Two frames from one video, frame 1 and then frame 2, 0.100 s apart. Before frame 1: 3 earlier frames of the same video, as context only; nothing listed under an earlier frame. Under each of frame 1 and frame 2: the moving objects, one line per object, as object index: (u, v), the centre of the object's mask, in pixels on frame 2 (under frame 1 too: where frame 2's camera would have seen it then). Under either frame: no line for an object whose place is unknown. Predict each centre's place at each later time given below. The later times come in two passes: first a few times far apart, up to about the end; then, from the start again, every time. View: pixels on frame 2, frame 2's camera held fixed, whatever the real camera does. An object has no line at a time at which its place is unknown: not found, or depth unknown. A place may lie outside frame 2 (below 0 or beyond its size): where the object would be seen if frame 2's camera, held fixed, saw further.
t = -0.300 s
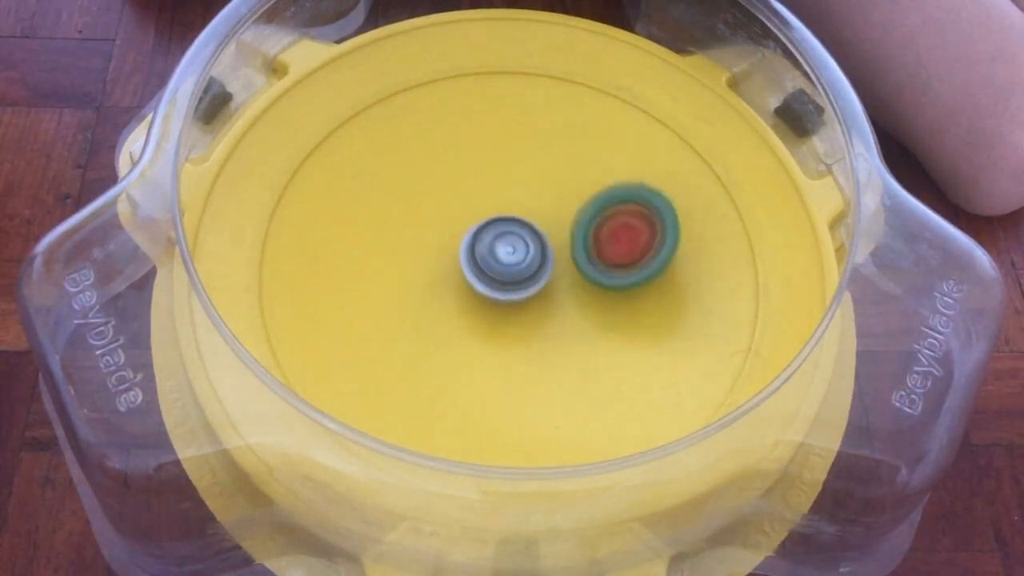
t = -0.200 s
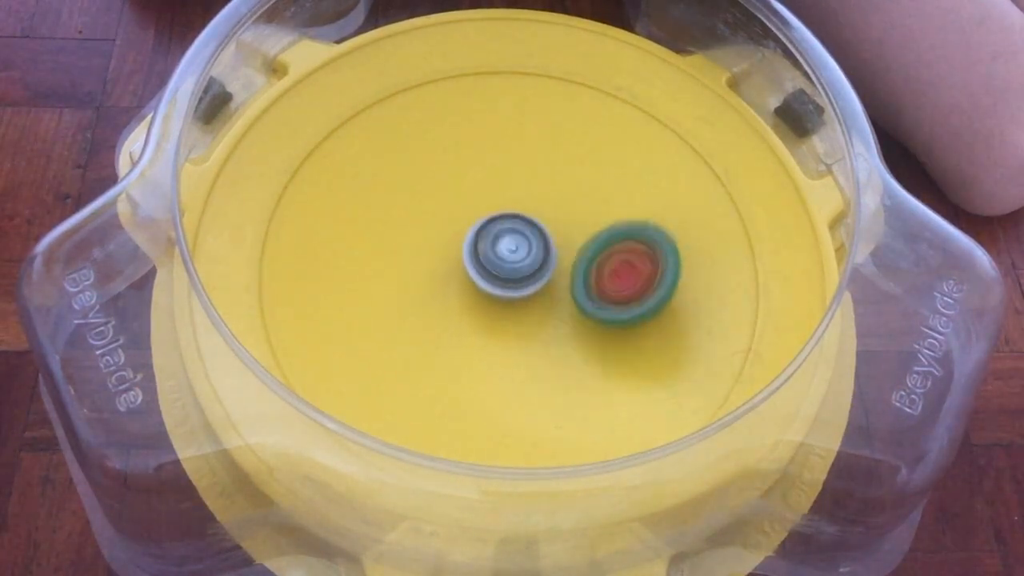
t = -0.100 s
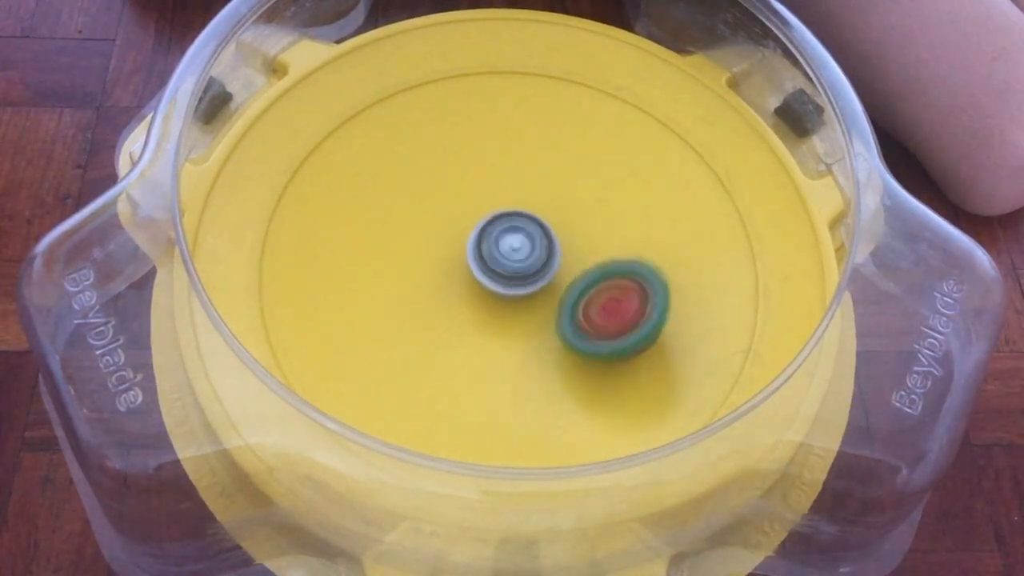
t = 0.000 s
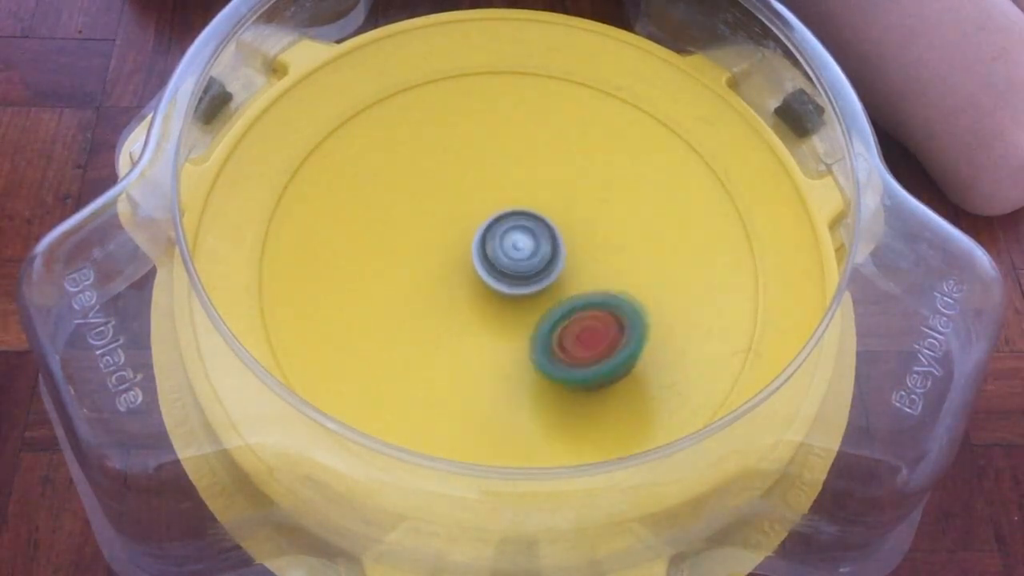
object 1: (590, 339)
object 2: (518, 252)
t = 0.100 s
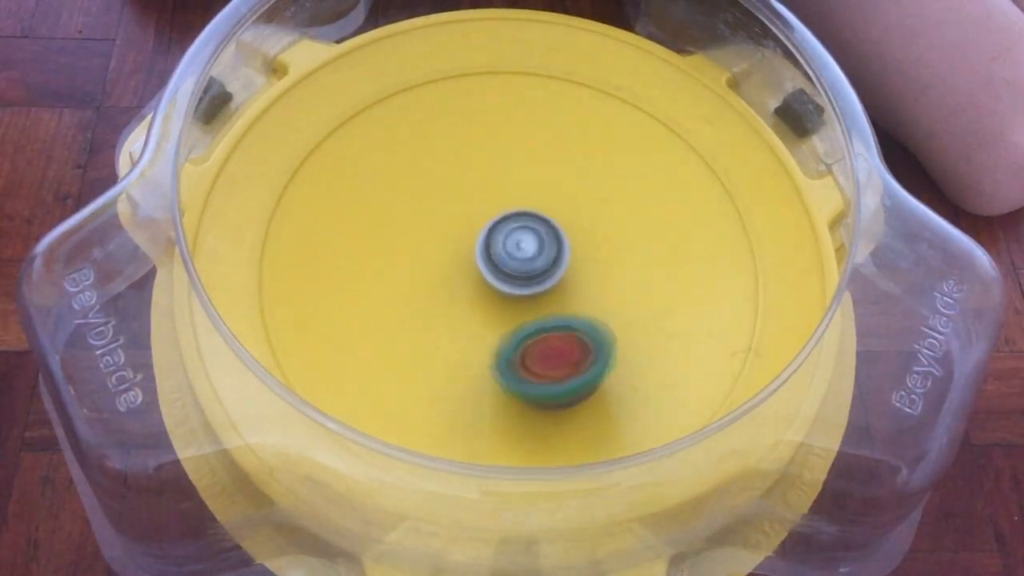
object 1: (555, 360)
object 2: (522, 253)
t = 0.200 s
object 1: (513, 367)
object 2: (526, 255)
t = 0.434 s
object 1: (422, 332)
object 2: (527, 262)
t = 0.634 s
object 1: (390, 266)
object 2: (522, 267)
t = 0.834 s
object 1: (415, 198)
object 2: (512, 268)
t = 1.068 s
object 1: (491, 151)
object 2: (504, 264)
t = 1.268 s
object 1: (563, 158)
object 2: (501, 257)
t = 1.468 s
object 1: (616, 207)
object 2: (503, 252)
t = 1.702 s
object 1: (619, 293)
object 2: (509, 252)
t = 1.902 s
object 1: (563, 353)
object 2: (513, 256)
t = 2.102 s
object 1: (475, 360)
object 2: (515, 261)
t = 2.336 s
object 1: (399, 300)
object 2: (512, 266)
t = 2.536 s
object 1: (400, 226)
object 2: (508, 268)
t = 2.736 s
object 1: (454, 169)
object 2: (504, 267)
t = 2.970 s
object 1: (547, 157)
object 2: (503, 264)
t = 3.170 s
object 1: (609, 199)
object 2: (506, 261)
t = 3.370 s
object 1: (624, 269)
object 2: (510, 260)
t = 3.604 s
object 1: (562, 343)
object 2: (515, 260)
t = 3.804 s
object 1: (467, 351)
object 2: (518, 262)
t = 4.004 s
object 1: (405, 301)
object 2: (518, 264)
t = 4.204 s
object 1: (406, 227)
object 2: (516, 265)
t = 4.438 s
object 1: (477, 169)
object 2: (511, 265)
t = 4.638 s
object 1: (558, 171)
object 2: (508, 263)
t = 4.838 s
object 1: (612, 219)
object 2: (507, 260)
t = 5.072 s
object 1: (602, 302)
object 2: (508, 257)
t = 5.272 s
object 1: (530, 344)
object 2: (511, 257)
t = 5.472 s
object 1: (444, 323)
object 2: (514, 258)
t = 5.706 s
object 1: (407, 246)
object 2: (515, 262)
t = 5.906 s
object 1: (446, 186)
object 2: (514, 264)
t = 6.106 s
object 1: (518, 172)
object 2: (511, 267)
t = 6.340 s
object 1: (593, 213)
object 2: (504, 276)
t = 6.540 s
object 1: (602, 280)
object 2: (498, 274)
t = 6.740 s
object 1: (551, 333)
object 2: (487, 255)
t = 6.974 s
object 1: (450, 321)
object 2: (491, 242)
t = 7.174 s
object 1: (405, 258)
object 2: (518, 237)
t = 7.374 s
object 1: (437, 198)
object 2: (552, 247)
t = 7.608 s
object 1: (524, 177)
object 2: (557, 270)
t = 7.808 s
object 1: (599, 211)
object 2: (533, 295)
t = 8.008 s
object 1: (617, 277)
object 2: (499, 301)
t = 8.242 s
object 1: (554, 342)
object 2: (469, 279)
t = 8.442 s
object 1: (451, 337)
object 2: (470, 241)
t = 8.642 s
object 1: (399, 267)
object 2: (494, 211)
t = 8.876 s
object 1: (433, 183)
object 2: (552, 220)
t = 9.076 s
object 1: (519, 159)
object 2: (616, 252)
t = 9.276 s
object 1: (598, 196)
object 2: (614, 292)
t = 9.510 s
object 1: (609, 261)
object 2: (540, 351)
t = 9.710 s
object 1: (552, 316)
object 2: (450, 340)
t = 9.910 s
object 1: (518, 293)
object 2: (403, 275)
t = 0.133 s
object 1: (541, 364)
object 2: (523, 254)
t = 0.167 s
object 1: (527, 366)
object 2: (525, 255)
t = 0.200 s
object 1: (513, 367)
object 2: (526, 255)
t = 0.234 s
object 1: (497, 366)
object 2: (526, 256)
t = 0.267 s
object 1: (482, 364)
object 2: (526, 257)
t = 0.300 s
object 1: (470, 361)
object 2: (527, 258)
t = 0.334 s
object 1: (456, 355)
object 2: (527, 259)
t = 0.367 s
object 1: (443, 348)
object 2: (527, 260)
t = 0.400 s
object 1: (432, 341)
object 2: (527, 261)
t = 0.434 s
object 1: (422, 332)
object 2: (527, 262)
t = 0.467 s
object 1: (414, 324)
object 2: (526, 263)
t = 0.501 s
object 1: (405, 313)
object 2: (525, 264)
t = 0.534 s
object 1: (399, 301)
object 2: (525, 265)
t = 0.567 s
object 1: (395, 290)
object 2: (523, 266)
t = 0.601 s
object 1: (391, 278)
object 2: (522, 267)
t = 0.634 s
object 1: (390, 266)
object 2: (522, 267)
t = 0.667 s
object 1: (389, 254)
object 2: (520, 267)
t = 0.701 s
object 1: (391, 241)
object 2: (518, 268)
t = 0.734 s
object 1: (396, 230)
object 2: (517, 268)
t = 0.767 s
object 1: (401, 219)
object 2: (516, 268)
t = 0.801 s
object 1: (407, 209)
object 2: (514, 268)
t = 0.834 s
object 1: (415, 198)
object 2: (512, 268)
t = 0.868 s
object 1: (423, 188)
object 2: (511, 267)
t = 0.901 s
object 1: (433, 180)
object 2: (509, 267)
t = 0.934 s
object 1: (443, 171)
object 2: (508, 266)
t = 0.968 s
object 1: (453, 165)
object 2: (507, 266)
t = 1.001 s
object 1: (465, 159)
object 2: (506, 265)
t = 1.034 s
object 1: (477, 154)
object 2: (504, 264)
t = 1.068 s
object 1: (491, 151)
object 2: (504, 264)
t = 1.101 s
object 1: (503, 148)
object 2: (503, 263)
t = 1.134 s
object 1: (514, 149)
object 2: (502, 261)
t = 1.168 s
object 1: (529, 148)
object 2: (502, 261)
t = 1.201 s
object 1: (539, 151)
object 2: (502, 259)
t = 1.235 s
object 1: (552, 154)
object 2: (501, 258)
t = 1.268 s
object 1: (563, 158)
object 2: (501, 257)
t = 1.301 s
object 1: (575, 164)
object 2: (502, 256)
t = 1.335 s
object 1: (586, 170)
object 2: (502, 255)
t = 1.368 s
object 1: (594, 178)
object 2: (502, 254)
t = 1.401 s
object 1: (603, 187)
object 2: (502, 254)
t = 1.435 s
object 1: (610, 197)
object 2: (503, 253)
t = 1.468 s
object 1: (616, 207)
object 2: (503, 252)
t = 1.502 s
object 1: (621, 217)
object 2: (504, 252)
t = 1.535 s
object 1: (624, 230)
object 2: (505, 252)
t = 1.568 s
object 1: (627, 242)
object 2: (505, 252)
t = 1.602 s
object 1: (627, 254)
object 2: (506, 252)
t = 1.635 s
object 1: (626, 267)
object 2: (507, 252)
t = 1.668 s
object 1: (624, 281)
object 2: (508, 252)
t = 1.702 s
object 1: (619, 293)
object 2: (509, 252)
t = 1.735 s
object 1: (614, 304)
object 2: (510, 253)
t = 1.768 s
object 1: (607, 316)
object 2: (511, 253)
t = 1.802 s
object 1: (599, 326)
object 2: (511, 254)
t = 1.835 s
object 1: (588, 336)
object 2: (512, 254)
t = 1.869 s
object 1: (577, 345)
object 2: (513, 255)
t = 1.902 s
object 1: (563, 353)
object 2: (513, 256)
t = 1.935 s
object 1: (549, 358)
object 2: (513, 257)
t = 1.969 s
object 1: (535, 361)
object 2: (514, 258)
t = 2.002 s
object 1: (519, 364)
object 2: (514, 258)
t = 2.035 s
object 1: (505, 364)
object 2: (514, 260)
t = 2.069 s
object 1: (490, 362)
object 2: (515, 261)
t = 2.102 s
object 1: (475, 360)
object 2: (515, 261)
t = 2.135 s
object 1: (460, 355)
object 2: (514, 262)
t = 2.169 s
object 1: (447, 349)
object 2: (514, 263)
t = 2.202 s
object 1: (434, 342)
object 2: (514, 263)
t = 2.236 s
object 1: (422, 332)
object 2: (513, 264)
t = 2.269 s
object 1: (412, 322)
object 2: (513, 266)
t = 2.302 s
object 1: (405, 311)
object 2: (512, 266)
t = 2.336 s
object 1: (399, 300)
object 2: (512, 266)
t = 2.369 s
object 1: (394, 287)
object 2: (511, 268)
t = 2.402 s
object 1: (392, 276)
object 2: (511, 268)
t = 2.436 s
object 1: (391, 263)
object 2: (510, 268)
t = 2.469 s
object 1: (393, 251)
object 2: (509, 268)
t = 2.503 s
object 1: (395, 238)
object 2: (509, 269)
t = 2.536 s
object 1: (400, 226)
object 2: (508, 268)
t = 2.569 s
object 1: (406, 216)
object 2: (507, 269)
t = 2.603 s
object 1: (413, 206)
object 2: (507, 269)
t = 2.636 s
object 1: (422, 195)
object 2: (506, 268)
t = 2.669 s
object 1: (431, 185)
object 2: (505, 268)
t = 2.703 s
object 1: (442, 177)
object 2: (504, 268)
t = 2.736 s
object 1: (454, 169)
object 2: (504, 267)
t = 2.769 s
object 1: (466, 164)
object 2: (504, 267)
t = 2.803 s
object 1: (479, 158)
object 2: (504, 267)
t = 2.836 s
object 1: (493, 155)
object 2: (503, 267)
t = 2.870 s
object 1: (506, 154)
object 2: (503, 266)
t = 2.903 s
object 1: (520, 154)
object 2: (503, 266)
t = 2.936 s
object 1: (533, 155)
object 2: (503, 265)
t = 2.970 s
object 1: (547, 157)
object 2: (503, 264)
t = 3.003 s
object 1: (560, 161)
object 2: (503, 264)
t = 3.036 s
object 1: (571, 167)
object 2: (504, 264)
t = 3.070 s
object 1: (583, 173)
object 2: (504, 263)
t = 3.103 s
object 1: (593, 180)
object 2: (504, 263)
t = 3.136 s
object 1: (602, 189)
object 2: (506, 262)
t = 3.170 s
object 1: (609, 199)
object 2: (506, 261)
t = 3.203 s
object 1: (616, 208)
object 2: (506, 261)
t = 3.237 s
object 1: (621, 220)
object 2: (507, 261)
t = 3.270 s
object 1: (624, 231)
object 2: (508, 260)
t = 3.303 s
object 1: (625, 243)
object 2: (508, 260)
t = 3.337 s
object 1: (625, 256)
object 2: (509, 260)
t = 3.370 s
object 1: (624, 269)
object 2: (510, 260)
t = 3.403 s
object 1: (620, 281)
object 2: (510, 260)
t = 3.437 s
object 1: (615, 293)
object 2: (512, 260)
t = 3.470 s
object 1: (608, 305)
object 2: (512, 260)
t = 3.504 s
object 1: (599, 317)
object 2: (512, 260)
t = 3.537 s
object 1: (588, 326)
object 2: (513, 260)
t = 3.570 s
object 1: (576, 336)
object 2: (515, 260)
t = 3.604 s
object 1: (562, 343)
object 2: (515, 260)
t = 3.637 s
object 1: (548, 350)
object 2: (516, 261)
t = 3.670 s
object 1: (531, 354)
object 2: (517, 261)
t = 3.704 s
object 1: (516, 357)
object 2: (517, 261)
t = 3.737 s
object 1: (498, 357)
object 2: (517, 262)
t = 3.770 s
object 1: (483, 355)
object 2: (518, 262)
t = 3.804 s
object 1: (467, 351)
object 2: (518, 262)
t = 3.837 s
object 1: (454, 347)
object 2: (518, 263)
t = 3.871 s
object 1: (440, 340)
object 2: (519, 263)
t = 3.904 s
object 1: (428, 332)
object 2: (519, 263)
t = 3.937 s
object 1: (418, 322)
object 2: (519, 264)
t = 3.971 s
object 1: (411, 312)
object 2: (519, 264)
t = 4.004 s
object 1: (405, 301)
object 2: (518, 264)
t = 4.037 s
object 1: (399, 288)
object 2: (518, 265)
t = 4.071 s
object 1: (396, 276)
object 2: (518, 265)
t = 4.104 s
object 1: (396, 264)
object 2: (517, 265)
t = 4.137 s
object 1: (398, 252)
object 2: (516, 266)
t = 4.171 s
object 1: (401, 239)
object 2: (516, 266)
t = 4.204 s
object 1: (406, 227)
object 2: (516, 265)
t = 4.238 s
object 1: (413, 216)
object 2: (515, 266)
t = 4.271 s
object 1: (420, 206)
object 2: (515, 266)
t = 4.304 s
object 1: (430, 195)
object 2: (514, 266)
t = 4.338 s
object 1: (440, 188)
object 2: (513, 266)
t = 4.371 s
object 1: (452, 179)
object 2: (513, 266)
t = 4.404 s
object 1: (464, 175)
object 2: (512, 265)
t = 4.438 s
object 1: (477, 169)
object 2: (511, 265)
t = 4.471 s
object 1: (489, 167)
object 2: (511, 265)
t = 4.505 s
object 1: (505, 164)
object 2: (510, 265)
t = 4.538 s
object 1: (518, 165)
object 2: (509, 264)
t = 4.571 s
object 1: (532, 165)
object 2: (509, 264)
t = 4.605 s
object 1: (545, 168)
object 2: (509, 263)
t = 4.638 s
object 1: (558, 171)
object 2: (508, 263)
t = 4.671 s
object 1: (570, 178)
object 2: (508, 263)
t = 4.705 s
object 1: (581, 183)
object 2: (508, 262)
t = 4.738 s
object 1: (590, 191)
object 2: (507, 261)
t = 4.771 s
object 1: (599, 199)
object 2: (507, 261)
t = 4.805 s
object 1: (606, 210)
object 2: (507, 260)
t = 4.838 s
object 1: (612, 219)
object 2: (507, 260)
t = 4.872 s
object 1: (616, 231)
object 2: (508, 260)
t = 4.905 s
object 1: (618, 242)
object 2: (508, 259)
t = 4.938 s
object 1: (619, 255)
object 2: (507, 258)
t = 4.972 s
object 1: (617, 266)
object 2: (508, 258)
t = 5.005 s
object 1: (614, 279)
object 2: (508, 257)
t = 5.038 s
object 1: (609, 291)
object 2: (508, 257)
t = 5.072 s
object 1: (602, 302)
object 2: (508, 257)
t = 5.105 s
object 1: (593, 313)
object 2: (509, 257)
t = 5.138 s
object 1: (583, 322)
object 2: (509, 257)
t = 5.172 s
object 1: (571, 330)
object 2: (509, 257)
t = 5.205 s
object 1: (558, 336)
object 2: (510, 257)
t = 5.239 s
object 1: (543, 341)
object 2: (510, 257)
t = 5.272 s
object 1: (530, 344)
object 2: (511, 257)
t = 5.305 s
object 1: (513, 345)
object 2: (512, 257)
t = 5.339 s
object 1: (499, 344)
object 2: (511, 257)
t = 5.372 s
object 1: (483, 341)
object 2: (513, 258)
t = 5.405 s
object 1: (470, 337)
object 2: (513, 258)
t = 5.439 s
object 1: (456, 330)
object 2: (513, 258)
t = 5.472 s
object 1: (444, 323)
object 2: (514, 258)
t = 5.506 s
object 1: (433, 313)
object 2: (514, 259)
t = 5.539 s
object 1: (423, 303)
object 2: (514, 259)
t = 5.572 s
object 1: (416, 292)
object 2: (514, 260)
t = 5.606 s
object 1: (410, 280)
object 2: (514, 260)
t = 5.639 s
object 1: (407, 269)
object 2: (514, 261)
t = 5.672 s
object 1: (405, 256)
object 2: (515, 261)
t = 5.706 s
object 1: (407, 246)
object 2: (515, 262)
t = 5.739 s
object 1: (409, 233)
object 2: (514, 262)
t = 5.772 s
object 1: (414, 223)
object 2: (515, 263)
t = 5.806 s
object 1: (419, 213)
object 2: (514, 263)
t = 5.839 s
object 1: (428, 203)
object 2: (513, 263)
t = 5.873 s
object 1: (435, 195)
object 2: (514, 264)
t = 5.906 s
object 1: (446, 186)
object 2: (514, 264)
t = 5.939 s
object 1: (456, 181)
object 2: (513, 264)
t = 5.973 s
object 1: (468, 176)
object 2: (513, 265)
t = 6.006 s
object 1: (480, 174)
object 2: (512, 265)
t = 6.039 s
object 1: (492, 171)
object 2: (512, 266)
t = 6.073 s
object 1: (505, 172)
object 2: (512, 267)
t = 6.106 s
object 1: (518, 172)
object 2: (511, 267)
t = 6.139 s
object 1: (532, 174)
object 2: (509, 271)
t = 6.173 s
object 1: (544, 177)
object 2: (508, 273)
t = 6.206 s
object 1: (558, 183)
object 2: (507, 273)
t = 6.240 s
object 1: (565, 188)
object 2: (507, 275)
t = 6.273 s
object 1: (577, 195)
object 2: (507, 275)
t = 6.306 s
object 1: (584, 204)
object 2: (505, 276)
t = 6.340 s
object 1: (593, 213)
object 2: (504, 276)
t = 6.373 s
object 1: (598, 224)
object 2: (503, 276)
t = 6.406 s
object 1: (603, 233)
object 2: (502, 276)
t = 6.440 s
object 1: (605, 245)
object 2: (501, 276)
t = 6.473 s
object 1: (605, 256)
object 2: (501, 276)
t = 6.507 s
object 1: (604, 268)
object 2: (499, 275)
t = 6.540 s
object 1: (602, 280)
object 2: (498, 274)
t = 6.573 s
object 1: (597, 291)
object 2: (496, 272)
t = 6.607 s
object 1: (591, 301)
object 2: (495, 270)
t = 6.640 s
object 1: (584, 311)
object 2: (494, 269)
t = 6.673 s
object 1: (573, 319)
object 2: (491, 265)
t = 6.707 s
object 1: (564, 327)
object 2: (489, 261)
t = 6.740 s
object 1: (551, 333)
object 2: (487, 255)
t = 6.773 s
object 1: (536, 337)
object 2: (487, 253)
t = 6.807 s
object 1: (522, 339)
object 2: (487, 250)
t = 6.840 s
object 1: (505, 339)
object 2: (487, 248)
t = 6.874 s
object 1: (491, 338)
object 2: (487, 247)
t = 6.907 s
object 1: (478, 333)
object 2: (488, 245)
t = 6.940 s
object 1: (462, 328)
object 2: (489, 243)
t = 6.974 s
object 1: (450, 321)
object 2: (491, 242)
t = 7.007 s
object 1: (437, 311)
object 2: (492, 241)
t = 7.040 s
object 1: (429, 303)
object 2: (495, 240)
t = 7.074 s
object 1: (423, 293)
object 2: (497, 240)
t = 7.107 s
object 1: (415, 282)
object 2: (501, 239)
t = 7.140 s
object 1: (409, 271)
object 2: (510, 236)
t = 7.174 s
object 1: (405, 258)
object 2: (518, 237)
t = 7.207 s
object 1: (405, 247)
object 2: (526, 236)
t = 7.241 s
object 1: (408, 238)
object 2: (532, 237)
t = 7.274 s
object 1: (412, 224)
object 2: (538, 240)
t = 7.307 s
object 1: (419, 215)
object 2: (543, 242)
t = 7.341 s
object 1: (426, 208)
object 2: (547, 245)
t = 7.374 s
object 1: (437, 198)
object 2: (552, 247)
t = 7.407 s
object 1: (447, 192)
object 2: (553, 250)
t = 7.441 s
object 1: (457, 186)
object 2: (557, 253)
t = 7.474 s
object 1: (470, 180)
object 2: (557, 256)
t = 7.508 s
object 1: (482, 179)
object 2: (559, 260)
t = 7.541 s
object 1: (497, 174)
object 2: (559, 262)
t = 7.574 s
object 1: (511, 176)
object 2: (558, 266)
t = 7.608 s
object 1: (524, 177)
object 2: (557, 270)
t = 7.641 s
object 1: (539, 178)
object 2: (555, 273)
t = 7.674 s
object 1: (553, 183)
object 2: (552, 279)
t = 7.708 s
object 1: (565, 188)
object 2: (548, 283)
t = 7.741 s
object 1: (579, 194)
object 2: (544, 288)
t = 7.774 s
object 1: (588, 203)
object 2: (539, 291)
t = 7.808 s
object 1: (599, 211)
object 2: (533, 295)
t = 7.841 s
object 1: (607, 219)
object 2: (528, 298)
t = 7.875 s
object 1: (613, 231)
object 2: (522, 300)
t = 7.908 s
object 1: (616, 242)
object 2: (516, 301)
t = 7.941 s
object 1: (619, 254)
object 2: (510, 301)
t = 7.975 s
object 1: (618, 266)
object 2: (504, 301)
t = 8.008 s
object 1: (617, 277)
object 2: (499, 301)
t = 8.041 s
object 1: (614, 288)
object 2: (492, 300)
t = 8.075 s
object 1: (608, 301)
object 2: (487, 297)
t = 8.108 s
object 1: (602, 312)
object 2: (482, 294)
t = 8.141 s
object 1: (593, 320)
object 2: (478, 291)
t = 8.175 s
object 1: (581, 330)
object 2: (474, 287)
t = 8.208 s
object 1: (569, 338)
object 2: (472, 284)
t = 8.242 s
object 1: (554, 342)
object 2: (469, 279)
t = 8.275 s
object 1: (537, 346)
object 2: (468, 275)
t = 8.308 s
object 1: (521, 349)
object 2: (467, 269)
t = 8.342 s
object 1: (502, 348)
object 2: (467, 265)
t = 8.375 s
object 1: (486, 347)
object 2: (467, 257)
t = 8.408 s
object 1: (467, 342)
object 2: (468, 249)
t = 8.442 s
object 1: (451, 337)
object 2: (470, 241)
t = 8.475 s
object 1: (438, 328)
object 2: (472, 234)
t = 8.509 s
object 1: (423, 317)
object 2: (475, 227)
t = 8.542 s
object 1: (414, 308)
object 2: (479, 222)
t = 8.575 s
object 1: (406, 294)
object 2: (483, 217)
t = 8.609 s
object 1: (402, 283)
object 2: (488, 213)
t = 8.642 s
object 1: (399, 267)
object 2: (494, 211)
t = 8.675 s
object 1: (398, 256)
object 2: (498, 209)
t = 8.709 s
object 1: (403, 243)
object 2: (504, 208)
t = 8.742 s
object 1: (407, 231)
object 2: (509, 208)
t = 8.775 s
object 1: (415, 217)
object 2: (514, 209)
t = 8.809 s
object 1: (419, 207)
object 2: (525, 213)
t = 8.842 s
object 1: (425, 196)
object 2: (538, 217)
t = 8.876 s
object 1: (433, 183)
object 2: (552, 220)
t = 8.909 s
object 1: (447, 176)
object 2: (568, 224)
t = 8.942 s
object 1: (459, 167)
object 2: (580, 229)
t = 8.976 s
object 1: (475, 164)
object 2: (593, 233)
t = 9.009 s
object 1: (488, 163)
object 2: (601, 239)
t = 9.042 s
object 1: (503, 157)
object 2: (611, 245)
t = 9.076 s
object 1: (519, 159)
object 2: (616, 252)
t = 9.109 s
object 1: (534, 160)
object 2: (622, 258)
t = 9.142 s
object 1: (548, 165)
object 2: (623, 264)
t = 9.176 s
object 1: (560, 172)
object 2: (624, 271)
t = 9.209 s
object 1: (573, 176)
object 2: (623, 279)
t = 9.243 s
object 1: (587, 184)
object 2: (619, 285)
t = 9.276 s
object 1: (598, 196)
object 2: (614, 292)
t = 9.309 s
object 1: (605, 202)
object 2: (607, 305)
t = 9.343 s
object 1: (613, 207)
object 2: (599, 315)
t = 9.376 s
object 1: (615, 217)
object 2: (590, 325)
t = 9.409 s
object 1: (617, 227)
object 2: (579, 334)
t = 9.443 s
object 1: (620, 238)
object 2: (567, 341)
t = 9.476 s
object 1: (614, 251)
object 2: (554, 347)
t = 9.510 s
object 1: (609, 261)
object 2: (540, 351)
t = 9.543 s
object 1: (603, 273)
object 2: (525, 354)
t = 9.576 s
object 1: (592, 284)
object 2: (510, 354)
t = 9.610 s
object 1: (582, 293)
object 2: (494, 354)
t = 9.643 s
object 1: (569, 304)
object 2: (479, 351)
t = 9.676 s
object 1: (558, 311)
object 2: (464, 347)
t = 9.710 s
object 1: (552, 316)
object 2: (450, 340)
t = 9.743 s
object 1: (548, 317)
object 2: (436, 331)
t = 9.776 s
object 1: (542, 315)
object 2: (424, 320)
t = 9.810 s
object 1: (538, 310)
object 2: (415, 308)
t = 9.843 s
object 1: (535, 307)
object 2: (409, 298)
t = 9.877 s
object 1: (528, 301)
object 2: (405, 287)
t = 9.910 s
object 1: (518, 293)
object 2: (403, 275)
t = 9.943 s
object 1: (510, 286)
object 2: (403, 264)
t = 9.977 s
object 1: (506, 280)
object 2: (404, 251)
